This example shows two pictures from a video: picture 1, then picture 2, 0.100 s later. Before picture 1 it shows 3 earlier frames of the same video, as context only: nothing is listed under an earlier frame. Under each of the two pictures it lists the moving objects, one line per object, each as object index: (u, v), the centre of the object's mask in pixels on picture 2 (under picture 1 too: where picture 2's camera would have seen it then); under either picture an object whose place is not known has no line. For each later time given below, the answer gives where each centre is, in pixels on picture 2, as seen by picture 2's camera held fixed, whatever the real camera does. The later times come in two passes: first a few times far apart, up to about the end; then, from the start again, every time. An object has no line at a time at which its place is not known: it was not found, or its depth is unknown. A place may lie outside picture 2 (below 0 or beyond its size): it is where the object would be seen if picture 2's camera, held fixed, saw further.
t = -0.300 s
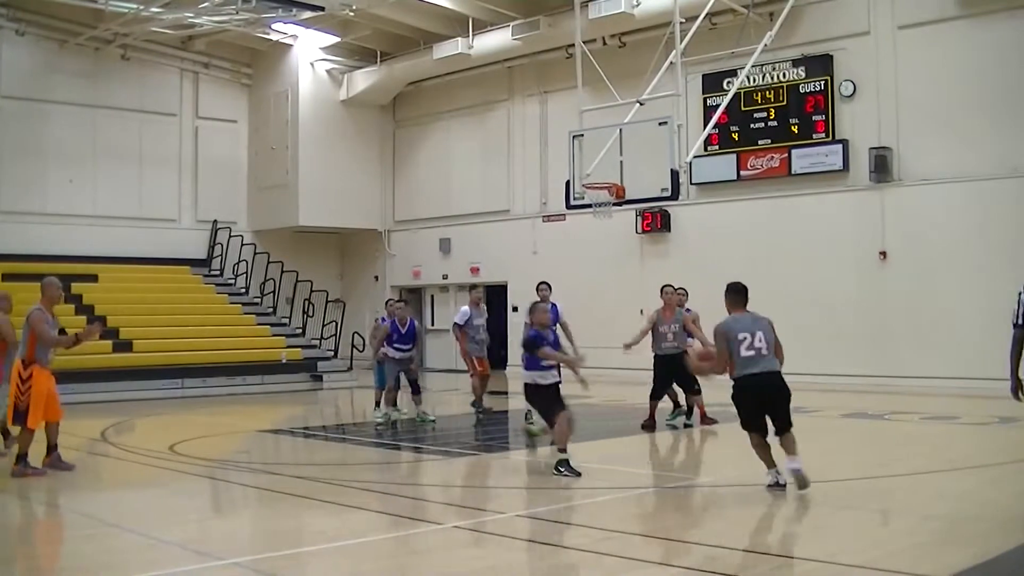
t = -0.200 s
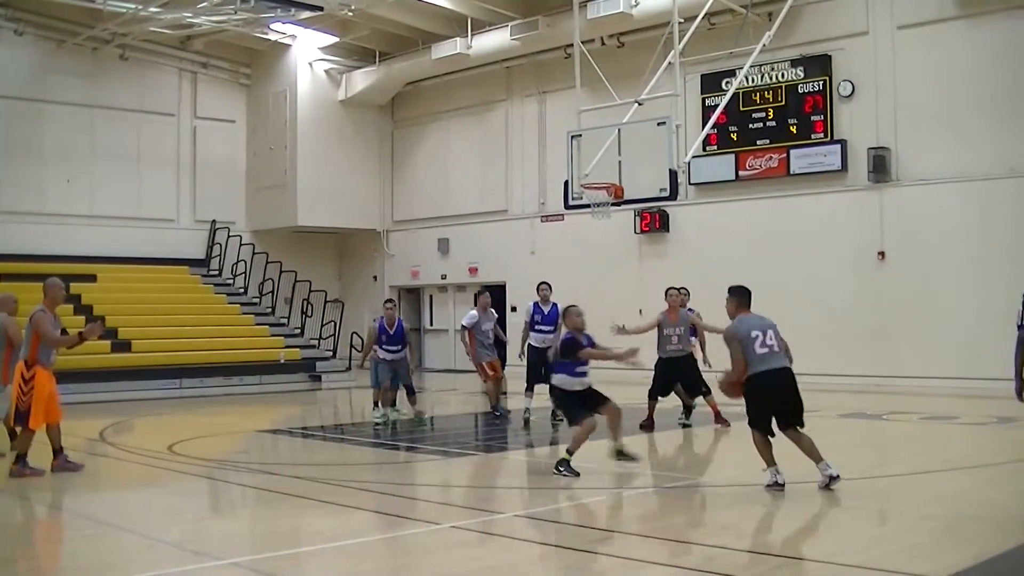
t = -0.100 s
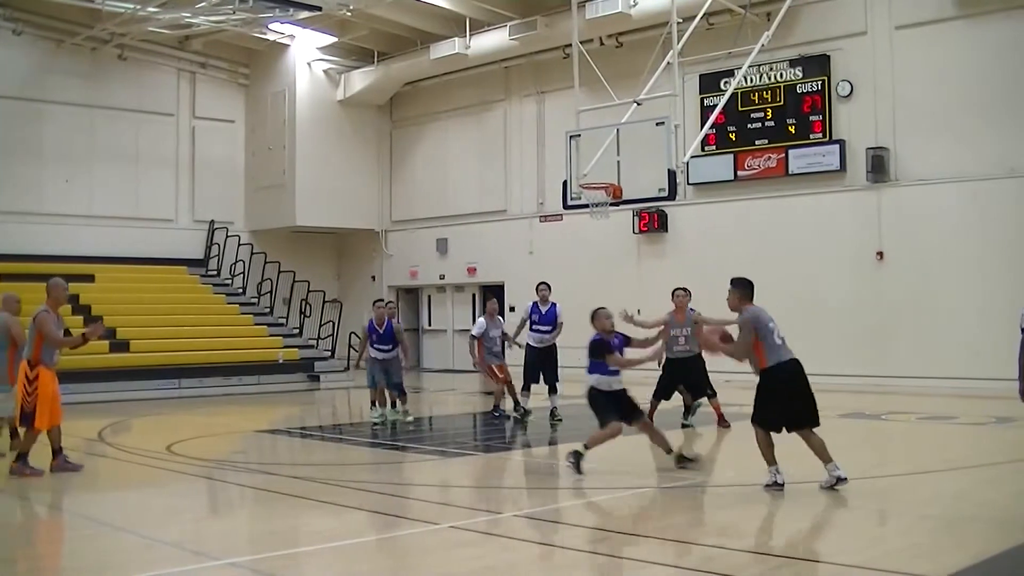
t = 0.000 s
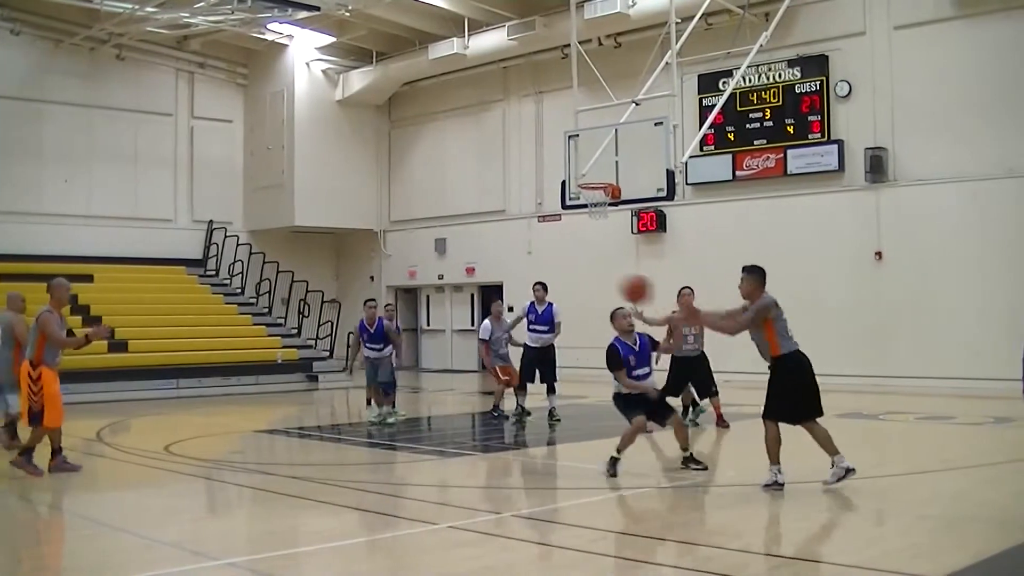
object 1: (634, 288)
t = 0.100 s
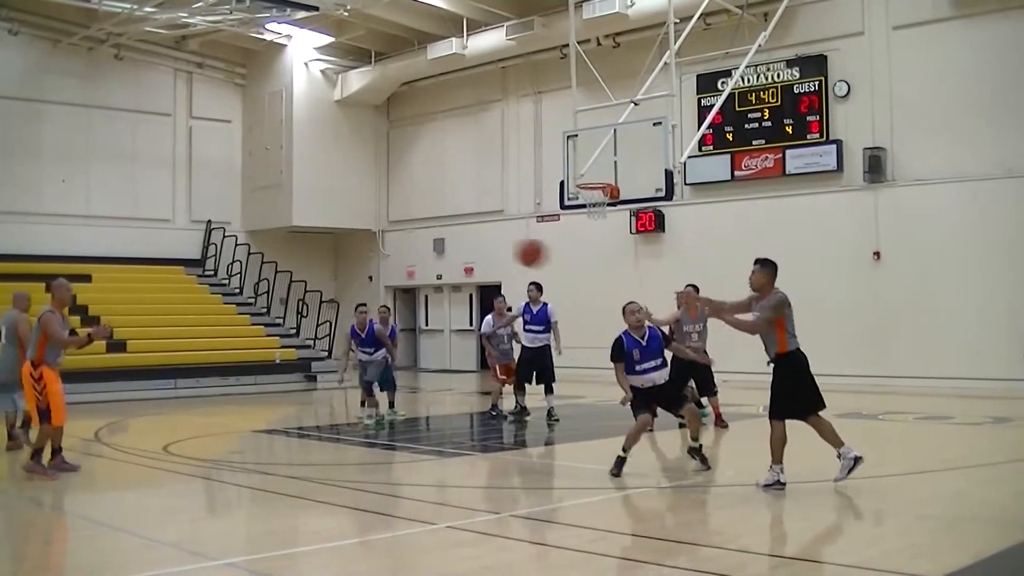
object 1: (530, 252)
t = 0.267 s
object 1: (362, 217)
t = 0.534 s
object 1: (110, 230)
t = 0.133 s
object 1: (496, 243)
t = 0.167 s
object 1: (461, 235)
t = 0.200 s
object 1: (428, 227)
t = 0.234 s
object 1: (395, 222)
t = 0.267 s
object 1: (362, 217)
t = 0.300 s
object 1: (328, 214)
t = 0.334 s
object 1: (296, 213)
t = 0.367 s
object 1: (264, 213)
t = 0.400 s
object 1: (233, 213)
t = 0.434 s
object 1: (200, 216)
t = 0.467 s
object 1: (170, 220)
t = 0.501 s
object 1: (140, 224)
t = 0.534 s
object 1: (110, 230)
